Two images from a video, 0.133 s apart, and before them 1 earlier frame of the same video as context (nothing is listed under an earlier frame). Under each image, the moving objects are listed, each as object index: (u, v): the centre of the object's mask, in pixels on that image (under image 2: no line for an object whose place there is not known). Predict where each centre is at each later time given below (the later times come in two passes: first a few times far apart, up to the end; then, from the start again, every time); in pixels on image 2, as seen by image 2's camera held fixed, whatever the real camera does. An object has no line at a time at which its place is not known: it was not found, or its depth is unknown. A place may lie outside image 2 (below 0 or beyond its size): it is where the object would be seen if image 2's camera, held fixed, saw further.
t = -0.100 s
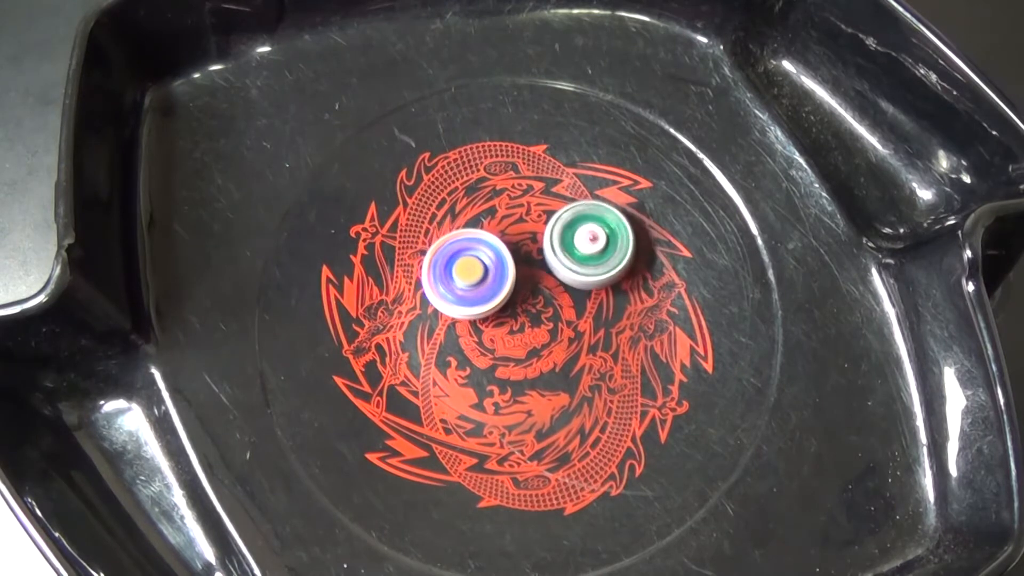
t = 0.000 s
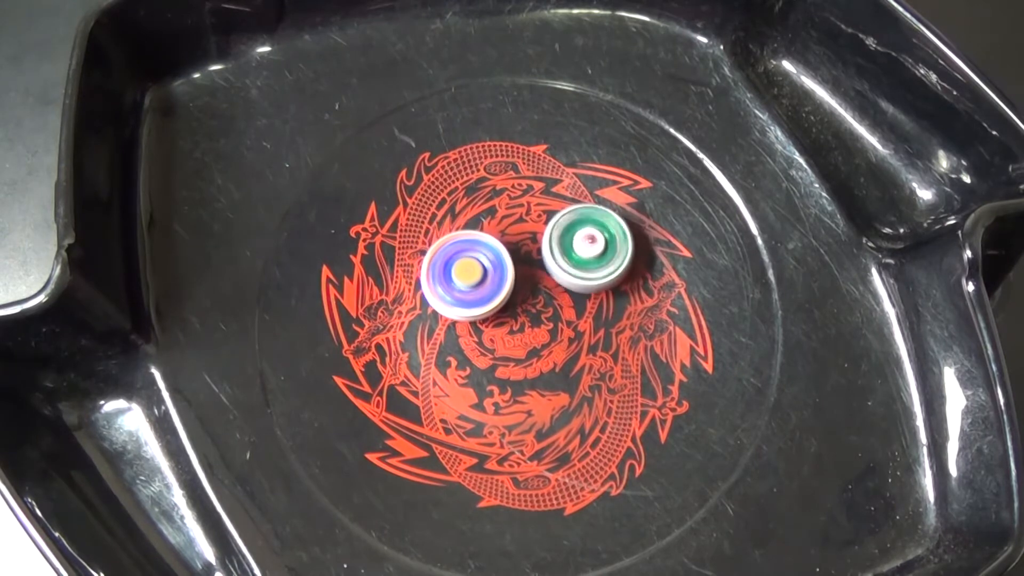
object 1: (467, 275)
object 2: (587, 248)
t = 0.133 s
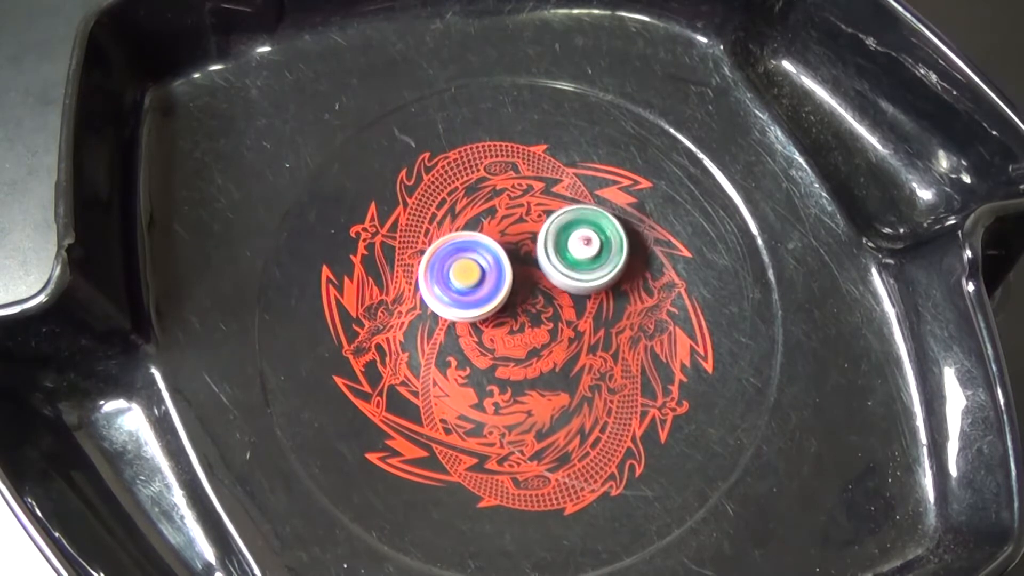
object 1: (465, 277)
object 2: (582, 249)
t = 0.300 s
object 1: (464, 281)
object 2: (580, 242)
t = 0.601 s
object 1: (467, 279)
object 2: (577, 232)
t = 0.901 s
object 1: (473, 278)
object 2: (575, 234)
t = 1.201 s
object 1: (481, 282)
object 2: (573, 233)
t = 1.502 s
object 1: (482, 289)
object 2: (568, 228)
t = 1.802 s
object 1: (478, 292)
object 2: (568, 231)
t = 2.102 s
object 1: (477, 287)
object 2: (568, 237)
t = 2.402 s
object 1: (483, 282)
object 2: (565, 235)
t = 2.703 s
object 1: (479, 282)
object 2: (577, 232)
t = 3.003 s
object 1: (480, 281)
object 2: (574, 244)
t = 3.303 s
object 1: (474, 284)
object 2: (571, 239)
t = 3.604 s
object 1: (474, 285)
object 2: (582, 238)
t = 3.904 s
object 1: (479, 284)
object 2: (580, 247)
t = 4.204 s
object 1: (486, 284)
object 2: (573, 241)
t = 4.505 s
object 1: (488, 289)
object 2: (579, 235)
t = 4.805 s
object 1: (488, 290)
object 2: (581, 242)
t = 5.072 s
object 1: (489, 288)
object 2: (575, 242)
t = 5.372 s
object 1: (494, 286)
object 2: (577, 234)
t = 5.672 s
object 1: (502, 287)
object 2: (579, 236)
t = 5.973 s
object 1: (493, 293)
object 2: (583, 238)
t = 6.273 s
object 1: (491, 291)
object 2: (576, 241)
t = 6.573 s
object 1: (497, 287)
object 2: (576, 233)
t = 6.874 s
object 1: (363, 353)
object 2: (648, 211)
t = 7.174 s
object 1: (419, 428)
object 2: (575, 238)
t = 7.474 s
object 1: (495, 404)
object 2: (571, 245)
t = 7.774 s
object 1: (545, 347)
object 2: (567, 245)
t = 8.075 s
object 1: (641, 376)
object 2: (575, 230)
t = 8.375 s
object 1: (633, 333)
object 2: (562, 215)
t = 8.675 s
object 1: (582, 306)
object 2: (495, 222)
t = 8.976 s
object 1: (569, 233)
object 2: (451, 294)
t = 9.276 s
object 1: (524, 201)
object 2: (425, 300)
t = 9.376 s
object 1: (519, 210)
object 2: (435, 298)
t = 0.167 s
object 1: (465, 278)
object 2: (582, 247)
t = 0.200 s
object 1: (464, 279)
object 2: (582, 247)
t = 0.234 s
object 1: (464, 279)
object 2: (581, 245)
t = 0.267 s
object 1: (464, 280)
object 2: (580, 244)
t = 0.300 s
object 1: (464, 281)
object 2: (580, 242)
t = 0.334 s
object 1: (464, 281)
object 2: (580, 241)
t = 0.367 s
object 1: (464, 281)
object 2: (580, 240)
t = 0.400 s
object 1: (464, 281)
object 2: (579, 238)
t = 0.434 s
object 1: (464, 281)
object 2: (580, 236)
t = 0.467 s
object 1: (465, 281)
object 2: (580, 235)
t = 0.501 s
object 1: (465, 280)
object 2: (580, 234)
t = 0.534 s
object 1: (466, 280)
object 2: (579, 233)
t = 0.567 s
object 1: (466, 279)
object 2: (578, 232)
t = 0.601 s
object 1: (467, 279)
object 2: (577, 232)
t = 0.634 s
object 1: (467, 279)
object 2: (577, 232)
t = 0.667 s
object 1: (467, 279)
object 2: (576, 233)
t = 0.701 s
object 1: (468, 279)
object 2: (575, 233)
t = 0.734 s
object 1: (468, 278)
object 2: (575, 233)
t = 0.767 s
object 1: (469, 278)
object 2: (575, 234)
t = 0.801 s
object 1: (470, 278)
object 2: (575, 234)
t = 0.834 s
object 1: (471, 278)
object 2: (575, 235)
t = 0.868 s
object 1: (472, 278)
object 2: (575, 235)
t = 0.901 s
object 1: (473, 278)
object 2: (575, 234)
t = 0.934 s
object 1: (474, 278)
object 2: (576, 234)
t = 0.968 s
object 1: (475, 278)
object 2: (576, 234)
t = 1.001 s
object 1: (476, 278)
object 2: (576, 234)
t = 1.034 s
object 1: (477, 279)
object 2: (576, 234)
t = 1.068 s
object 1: (478, 280)
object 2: (576, 233)
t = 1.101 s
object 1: (479, 280)
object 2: (576, 233)
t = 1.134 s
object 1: (480, 280)
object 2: (575, 233)
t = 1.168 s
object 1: (480, 281)
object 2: (574, 233)
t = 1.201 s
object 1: (481, 282)
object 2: (573, 233)
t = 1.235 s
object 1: (481, 283)
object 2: (572, 232)
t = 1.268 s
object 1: (482, 284)
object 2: (571, 231)
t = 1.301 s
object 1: (482, 285)
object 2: (571, 231)
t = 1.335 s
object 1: (482, 286)
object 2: (571, 230)
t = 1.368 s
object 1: (482, 287)
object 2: (570, 230)
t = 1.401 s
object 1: (482, 287)
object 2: (569, 230)
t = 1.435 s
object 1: (482, 288)
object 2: (568, 229)
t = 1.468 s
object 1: (482, 289)
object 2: (568, 229)
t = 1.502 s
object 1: (482, 289)
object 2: (568, 228)
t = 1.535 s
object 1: (482, 290)
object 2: (568, 228)
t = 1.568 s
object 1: (481, 291)
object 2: (568, 228)
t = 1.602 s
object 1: (481, 291)
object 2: (568, 228)
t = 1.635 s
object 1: (480, 291)
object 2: (568, 228)
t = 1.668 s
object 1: (480, 292)
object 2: (568, 228)
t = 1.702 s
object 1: (480, 292)
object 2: (568, 228)
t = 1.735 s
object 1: (479, 292)
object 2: (568, 229)
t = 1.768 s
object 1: (479, 292)
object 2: (568, 230)
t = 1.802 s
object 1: (478, 292)
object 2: (568, 231)
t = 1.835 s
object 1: (478, 291)
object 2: (568, 232)
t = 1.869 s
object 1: (478, 291)
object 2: (568, 233)
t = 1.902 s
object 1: (478, 291)
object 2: (568, 233)
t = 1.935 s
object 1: (477, 290)
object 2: (568, 234)
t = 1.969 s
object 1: (477, 290)
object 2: (568, 234)
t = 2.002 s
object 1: (477, 289)
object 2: (569, 235)
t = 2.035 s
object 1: (477, 289)
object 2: (569, 236)
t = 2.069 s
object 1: (477, 288)
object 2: (569, 236)
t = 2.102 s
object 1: (477, 287)
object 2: (568, 237)
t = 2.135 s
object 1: (477, 287)
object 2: (568, 237)
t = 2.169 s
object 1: (477, 286)
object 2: (567, 237)
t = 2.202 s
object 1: (478, 286)
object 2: (566, 237)
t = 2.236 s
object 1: (479, 285)
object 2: (565, 236)
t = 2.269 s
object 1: (479, 284)
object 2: (565, 236)
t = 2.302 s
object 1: (480, 284)
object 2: (565, 236)
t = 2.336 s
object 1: (481, 283)
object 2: (565, 236)
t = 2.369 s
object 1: (482, 282)
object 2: (565, 236)
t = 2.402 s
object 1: (483, 282)
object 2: (565, 235)
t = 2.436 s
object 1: (484, 281)
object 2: (565, 235)
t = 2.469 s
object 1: (479, 283)
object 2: (570, 232)
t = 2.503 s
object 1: (477, 283)
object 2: (573, 232)
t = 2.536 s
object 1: (477, 284)
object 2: (575, 232)
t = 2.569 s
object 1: (478, 283)
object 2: (575, 231)
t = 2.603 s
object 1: (478, 283)
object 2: (575, 231)
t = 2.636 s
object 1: (479, 282)
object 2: (576, 231)
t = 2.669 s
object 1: (479, 282)
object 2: (577, 232)
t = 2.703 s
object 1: (479, 282)
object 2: (577, 232)
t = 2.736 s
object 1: (480, 282)
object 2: (578, 233)
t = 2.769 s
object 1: (480, 281)
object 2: (578, 235)
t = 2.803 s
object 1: (480, 281)
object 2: (578, 237)
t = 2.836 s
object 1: (480, 281)
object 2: (578, 238)
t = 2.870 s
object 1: (480, 281)
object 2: (578, 239)
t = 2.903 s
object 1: (480, 281)
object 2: (577, 241)
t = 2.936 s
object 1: (480, 281)
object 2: (576, 243)
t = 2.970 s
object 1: (480, 281)
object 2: (575, 244)
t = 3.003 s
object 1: (480, 281)
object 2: (574, 244)
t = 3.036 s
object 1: (481, 281)
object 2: (572, 245)
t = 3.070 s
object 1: (481, 282)
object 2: (570, 245)
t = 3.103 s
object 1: (481, 282)
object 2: (569, 245)
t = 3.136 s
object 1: (481, 282)
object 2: (567, 245)
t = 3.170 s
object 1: (481, 282)
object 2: (566, 244)
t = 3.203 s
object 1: (476, 283)
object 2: (569, 242)
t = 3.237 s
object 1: (475, 283)
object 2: (569, 242)
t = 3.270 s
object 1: (475, 283)
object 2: (570, 240)
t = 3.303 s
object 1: (474, 284)
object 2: (571, 239)
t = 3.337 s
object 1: (474, 284)
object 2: (572, 238)
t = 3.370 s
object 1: (474, 284)
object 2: (574, 237)
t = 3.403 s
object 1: (473, 285)
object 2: (575, 236)
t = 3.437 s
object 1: (473, 285)
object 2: (577, 236)
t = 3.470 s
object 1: (474, 285)
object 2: (578, 236)
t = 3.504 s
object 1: (474, 285)
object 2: (579, 236)
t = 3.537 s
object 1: (474, 285)
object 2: (580, 236)
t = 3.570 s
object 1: (474, 285)
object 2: (581, 237)
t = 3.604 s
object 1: (474, 285)
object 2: (582, 238)
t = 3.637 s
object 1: (474, 286)
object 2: (583, 239)
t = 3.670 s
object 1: (474, 285)
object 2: (584, 240)
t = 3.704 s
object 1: (475, 285)
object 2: (584, 241)
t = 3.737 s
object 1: (475, 285)
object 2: (584, 243)
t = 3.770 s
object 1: (476, 285)
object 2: (584, 244)
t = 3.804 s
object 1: (476, 285)
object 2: (583, 245)
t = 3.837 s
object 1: (477, 285)
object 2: (582, 246)
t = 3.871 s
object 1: (478, 284)
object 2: (581, 247)
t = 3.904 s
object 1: (479, 284)
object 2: (580, 247)
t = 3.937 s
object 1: (480, 283)
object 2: (579, 248)
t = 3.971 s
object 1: (481, 282)
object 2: (578, 248)
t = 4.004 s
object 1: (482, 281)
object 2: (577, 247)
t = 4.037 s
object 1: (483, 281)
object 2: (575, 246)
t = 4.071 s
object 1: (484, 282)
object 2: (574, 246)
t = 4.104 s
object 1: (484, 283)
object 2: (574, 245)
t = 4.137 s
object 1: (485, 283)
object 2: (573, 244)
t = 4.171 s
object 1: (485, 284)
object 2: (573, 242)
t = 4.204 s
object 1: (486, 284)
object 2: (573, 241)
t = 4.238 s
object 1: (486, 285)
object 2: (573, 240)
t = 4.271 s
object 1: (487, 285)
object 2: (573, 239)
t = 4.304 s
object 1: (487, 286)
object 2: (574, 238)
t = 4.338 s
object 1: (487, 286)
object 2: (575, 237)
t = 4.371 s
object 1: (488, 287)
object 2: (576, 236)
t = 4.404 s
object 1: (488, 287)
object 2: (577, 235)
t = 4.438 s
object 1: (488, 288)
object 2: (578, 235)
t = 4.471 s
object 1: (488, 288)
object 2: (579, 235)
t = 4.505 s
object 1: (488, 289)
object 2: (579, 235)
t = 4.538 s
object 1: (488, 289)
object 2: (580, 235)
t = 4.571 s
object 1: (488, 289)
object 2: (580, 236)
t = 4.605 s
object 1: (488, 290)
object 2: (581, 236)
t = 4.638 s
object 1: (488, 290)
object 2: (581, 237)
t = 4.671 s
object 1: (488, 290)
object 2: (582, 238)
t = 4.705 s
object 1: (488, 290)
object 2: (582, 239)
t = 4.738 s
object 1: (488, 290)
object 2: (582, 240)
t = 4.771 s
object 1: (488, 290)
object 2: (581, 241)
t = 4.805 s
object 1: (488, 290)
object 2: (581, 242)
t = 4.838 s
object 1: (488, 290)
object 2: (580, 242)
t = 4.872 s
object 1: (488, 290)
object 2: (579, 243)
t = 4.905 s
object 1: (488, 290)
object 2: (578, 243)
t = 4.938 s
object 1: (488, 289)
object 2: (578, 243)
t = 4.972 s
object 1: (488, 289)
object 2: (577, 243)
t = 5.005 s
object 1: (489, 289)
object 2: (576, 243)
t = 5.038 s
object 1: (489, 288)
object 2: (576, 242)
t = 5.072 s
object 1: (489, 288)
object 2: (575, 242)
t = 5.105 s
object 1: (489, 288)
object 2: (575, 241)
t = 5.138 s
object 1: (490, 288)
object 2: (575, 240)
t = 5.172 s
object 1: (491, 287)
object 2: (575, 239)
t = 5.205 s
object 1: (491, 287)
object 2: (575, 238)
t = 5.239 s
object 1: (492, 287)
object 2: (575, 237)
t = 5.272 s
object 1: (492, 287)
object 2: (576, 236)
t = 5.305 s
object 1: (493, 287)
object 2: (576, 235)
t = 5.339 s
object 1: (494, 287)
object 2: (577, 234)
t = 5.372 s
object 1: (494, 286)
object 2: (577, 234)
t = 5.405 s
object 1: (495, 286)
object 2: (578, 233)
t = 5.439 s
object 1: (496, 287)
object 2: (578, 233)
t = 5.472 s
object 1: (497, 286)
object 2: (578, 233)
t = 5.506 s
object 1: (498, 286)
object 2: (578, 234)
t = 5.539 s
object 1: (499, 286)
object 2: (578, 234)
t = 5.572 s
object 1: (500, 286)
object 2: (578, 234)
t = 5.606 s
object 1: (500, 286)
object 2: (578, 235)
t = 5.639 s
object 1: (501, 286)
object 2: (578, 235)
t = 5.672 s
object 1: (502, 287)
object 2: (579, 236)
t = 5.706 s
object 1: (496, 290)
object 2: (583, 236)
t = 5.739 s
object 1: (495, 290)
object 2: (583, 236)
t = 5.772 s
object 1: (495, 291)
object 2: (583, 235)
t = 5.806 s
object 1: (495, 291)
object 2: (583, 235)
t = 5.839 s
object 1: (494, 292)
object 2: (583, 235)
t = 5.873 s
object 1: (494, 292)
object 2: (583, 236)
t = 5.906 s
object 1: (494, 293)
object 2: (583, 237)
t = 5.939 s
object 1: (493, 293)
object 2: (583, 238)
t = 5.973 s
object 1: (493, 293)
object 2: (583, 238)
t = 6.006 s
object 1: (493, 293)
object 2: (583, 239)
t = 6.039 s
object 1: (492, 293)
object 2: (583, 240)
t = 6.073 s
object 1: (492, 293)
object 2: (582, 241)
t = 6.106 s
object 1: (492, 293)
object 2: (581, 241)
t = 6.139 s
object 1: (492, 293)
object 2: (580, 241)
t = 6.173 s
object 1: (491, 293)
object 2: (579, 241)
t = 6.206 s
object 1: (491, 292)
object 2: (578, 241)
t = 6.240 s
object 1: (491, 292)
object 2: (577, 241)
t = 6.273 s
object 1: (491, 291)
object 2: (576, 241)
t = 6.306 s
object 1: (492, 290)
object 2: (575, 240)
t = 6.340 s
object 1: (492, 290)
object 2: (575, 240)
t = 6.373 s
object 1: (493, 289)
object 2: (575, 238)
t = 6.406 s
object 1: (493, 289)
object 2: (575, 237)
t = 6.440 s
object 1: (494, 288)
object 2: (575, 236)
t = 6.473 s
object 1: (494, 288)
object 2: (575, 235)
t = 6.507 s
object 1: (495, 287)
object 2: (575, 234)
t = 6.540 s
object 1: (496, 287)
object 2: (576, 234)
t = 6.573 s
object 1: (497, 287)
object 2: (576, 233)
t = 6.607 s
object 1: (498, 287)
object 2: (577, 233)
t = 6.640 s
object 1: (499, 287)
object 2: (577, 233)
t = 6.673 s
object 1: (500, 286)
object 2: (577, 233)
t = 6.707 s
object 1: (501, 286)
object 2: (577, 233)
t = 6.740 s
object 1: (502, 287)
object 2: (577, 233)
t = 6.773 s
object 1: (502, 287)
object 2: (577, 233)
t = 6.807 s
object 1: (478, 299)
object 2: (597, 224)
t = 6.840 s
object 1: (416, 329)
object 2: (636, 208)
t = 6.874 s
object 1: (363, 353)
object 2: (648, 211)
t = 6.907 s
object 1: (329, 373)
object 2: (645, 217)
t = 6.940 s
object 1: (313, 390)
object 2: (634, 223)
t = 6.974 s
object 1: (311, 406)
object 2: (621, 223)
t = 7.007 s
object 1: (317, 421)
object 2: (613, 223)
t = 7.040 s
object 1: (328, 431)
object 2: (607, 224)
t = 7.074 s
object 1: (344, 438)
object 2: (601, 224)
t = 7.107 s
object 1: (364, 440)
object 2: (595, 227)
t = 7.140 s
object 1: (389, 437)
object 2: (585, 230)
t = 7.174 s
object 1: (419, 428)
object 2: (575, 238)
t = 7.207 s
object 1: (451, 412)
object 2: (566, 244)
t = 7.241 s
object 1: (479, 393)
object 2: (557, 253)
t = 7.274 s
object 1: (501, 376)
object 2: (549, 261)
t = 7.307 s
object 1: (516, 359)
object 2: (544, 272)
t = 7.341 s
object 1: (510, 379)
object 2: (555, 252)
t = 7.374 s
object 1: (505, 395)
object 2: (566, 243)
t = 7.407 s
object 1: (500, 405)
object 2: (570, 243)
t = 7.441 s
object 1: (497, 407)
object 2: (572, 244)
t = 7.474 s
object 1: (495, 404)
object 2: (571, 245)
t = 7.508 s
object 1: (496, 399)
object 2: (572, 245)
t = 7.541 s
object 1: (499, 392)
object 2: (574, 247)
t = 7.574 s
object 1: (503, 385)
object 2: (572, 248)
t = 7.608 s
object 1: (508, 378)
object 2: (571, 248)
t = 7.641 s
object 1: (514, 372)
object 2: (571, 248)
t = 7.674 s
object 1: (520, 366)
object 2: (569, 248)
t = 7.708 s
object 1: (528, 359)
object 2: (568, 248)
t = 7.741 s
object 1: (536, 353)
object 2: (567, 246)
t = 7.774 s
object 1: (545, 347)
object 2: (567, 245)
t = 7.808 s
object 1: (555, 343)
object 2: (568, 245)
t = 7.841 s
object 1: (566, 338)
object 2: (569, 244)
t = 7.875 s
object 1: (576, 333)
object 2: (570, 243)
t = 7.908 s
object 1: (588, 337)
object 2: (572, 238)
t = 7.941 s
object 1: (600, 354)
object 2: (577, 226)
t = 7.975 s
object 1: (611, 365)
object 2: (581, 225)
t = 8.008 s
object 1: (621, 373)
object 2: (581, 228)
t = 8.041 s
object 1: (632, 377)
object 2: (578, 228)
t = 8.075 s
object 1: (641, 376)
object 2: (575, 230)
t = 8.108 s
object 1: (649, 371)
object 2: (571, 231)
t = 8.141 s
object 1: (655, 363)
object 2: (566, 227)
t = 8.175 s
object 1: (657, 354)
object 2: (564, 225)
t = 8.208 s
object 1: (654, 347)
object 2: (563, 223)
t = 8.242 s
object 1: (650, 343)
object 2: (562, 220)
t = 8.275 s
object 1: (645, 339)
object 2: (564, 219)
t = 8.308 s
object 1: (640, 336)
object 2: (566, 217)
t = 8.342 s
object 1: (637, 335)
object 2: (565, 216)
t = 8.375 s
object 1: (633, 333)
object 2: (562, 215)
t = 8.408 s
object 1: (628, 331)
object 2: (560, 212)
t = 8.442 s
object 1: (622, 330)
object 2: (557, 211)
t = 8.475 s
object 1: (616, 329)
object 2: (552, 211)
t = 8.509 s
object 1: (609, 327)
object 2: (544, 211)
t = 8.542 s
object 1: (603, 323)
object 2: (537, 211)
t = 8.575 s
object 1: (598, 320)
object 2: (528, 210)
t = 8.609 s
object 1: (592, 316)
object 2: (516, 211)
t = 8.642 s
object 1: (587, 311)
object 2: (506, 214)
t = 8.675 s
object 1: (582, 306)
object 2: (495, 222)
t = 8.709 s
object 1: (578, 300)
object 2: (485, 227)
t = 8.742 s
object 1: (574, 295)
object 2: (475, 235)
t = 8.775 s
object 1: (572, 287)
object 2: (469, 244)
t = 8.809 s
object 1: (569, 279)
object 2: (465, 253)
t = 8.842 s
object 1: (567, 270)
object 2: (461, 261)
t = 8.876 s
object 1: (567, 261)
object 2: (458, 270)
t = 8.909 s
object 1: (567, 252)
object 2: (453, 281)
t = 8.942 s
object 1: (568, 243)
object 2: (452, 288)
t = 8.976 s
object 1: (569, 233)
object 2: (451, 294)
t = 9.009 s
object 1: (571, 224)
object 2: (448, 301)
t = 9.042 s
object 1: (570, 214)
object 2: (443, 307)
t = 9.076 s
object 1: (566, 205)
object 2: (436, 310)
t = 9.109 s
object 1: (559, 198)
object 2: (431, 311)
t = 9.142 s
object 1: (550, 193)
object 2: (426, 311)
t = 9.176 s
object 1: (540, 190)
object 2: (423, 309)
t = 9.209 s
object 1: (532, 192)
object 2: (422, 305)
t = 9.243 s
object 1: (526, 196)
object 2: (422, 301)
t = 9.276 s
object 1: (524, 201)
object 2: (425, 300)
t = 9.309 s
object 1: (522, 205)
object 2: (429, 300)
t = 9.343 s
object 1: (520, 207)
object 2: (431, 298)
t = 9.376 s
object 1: (519, 210)
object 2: (435, 298)
